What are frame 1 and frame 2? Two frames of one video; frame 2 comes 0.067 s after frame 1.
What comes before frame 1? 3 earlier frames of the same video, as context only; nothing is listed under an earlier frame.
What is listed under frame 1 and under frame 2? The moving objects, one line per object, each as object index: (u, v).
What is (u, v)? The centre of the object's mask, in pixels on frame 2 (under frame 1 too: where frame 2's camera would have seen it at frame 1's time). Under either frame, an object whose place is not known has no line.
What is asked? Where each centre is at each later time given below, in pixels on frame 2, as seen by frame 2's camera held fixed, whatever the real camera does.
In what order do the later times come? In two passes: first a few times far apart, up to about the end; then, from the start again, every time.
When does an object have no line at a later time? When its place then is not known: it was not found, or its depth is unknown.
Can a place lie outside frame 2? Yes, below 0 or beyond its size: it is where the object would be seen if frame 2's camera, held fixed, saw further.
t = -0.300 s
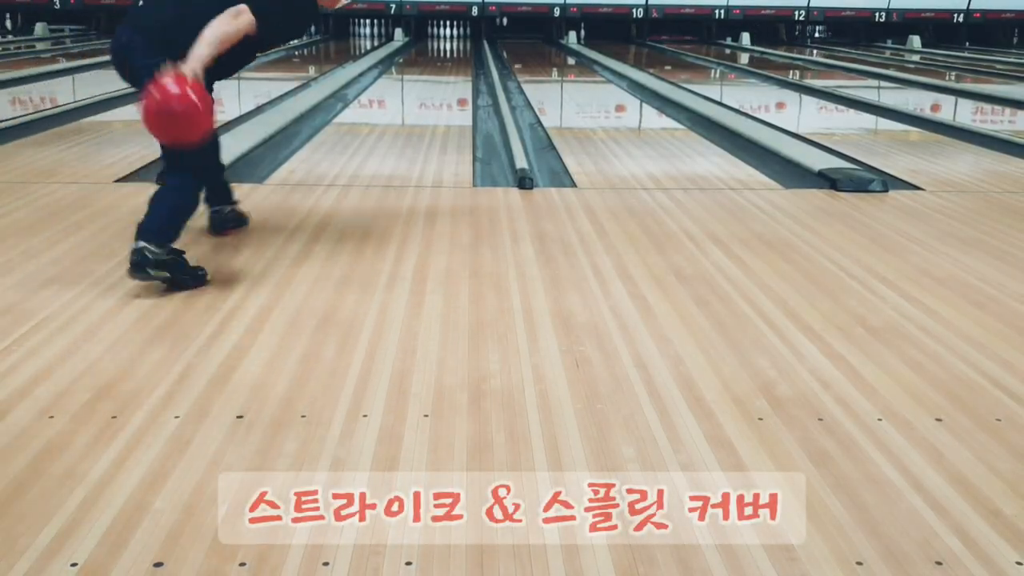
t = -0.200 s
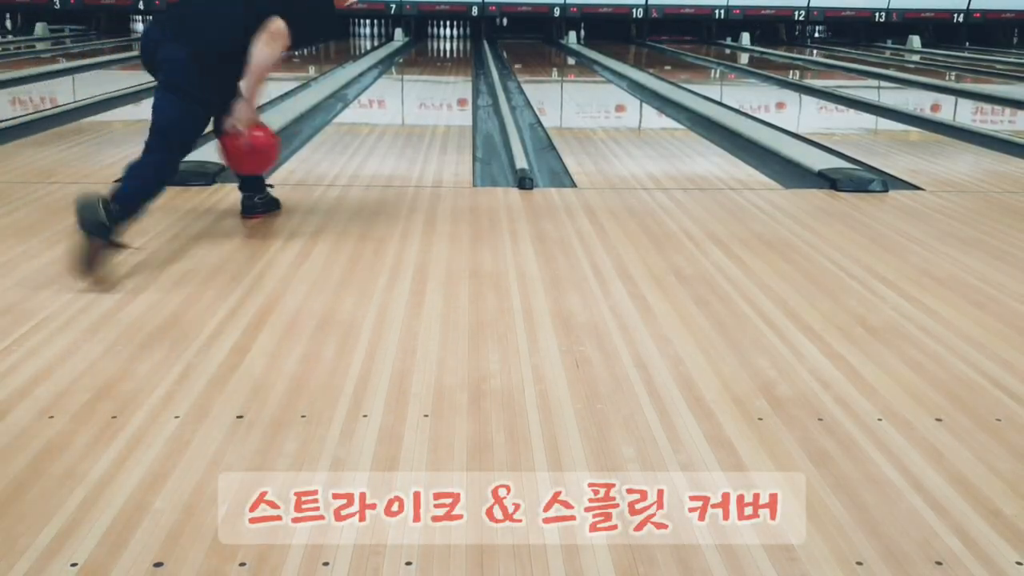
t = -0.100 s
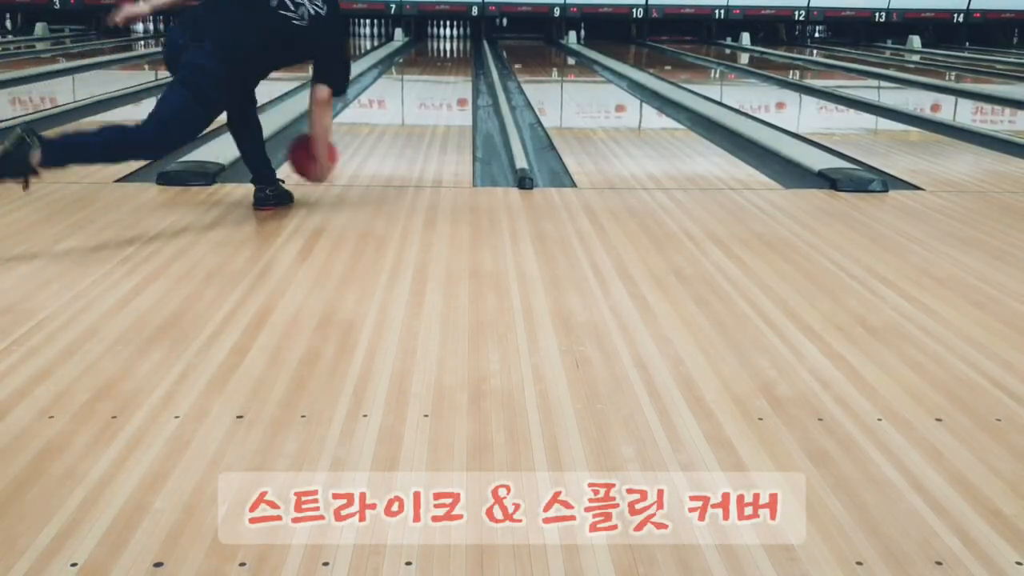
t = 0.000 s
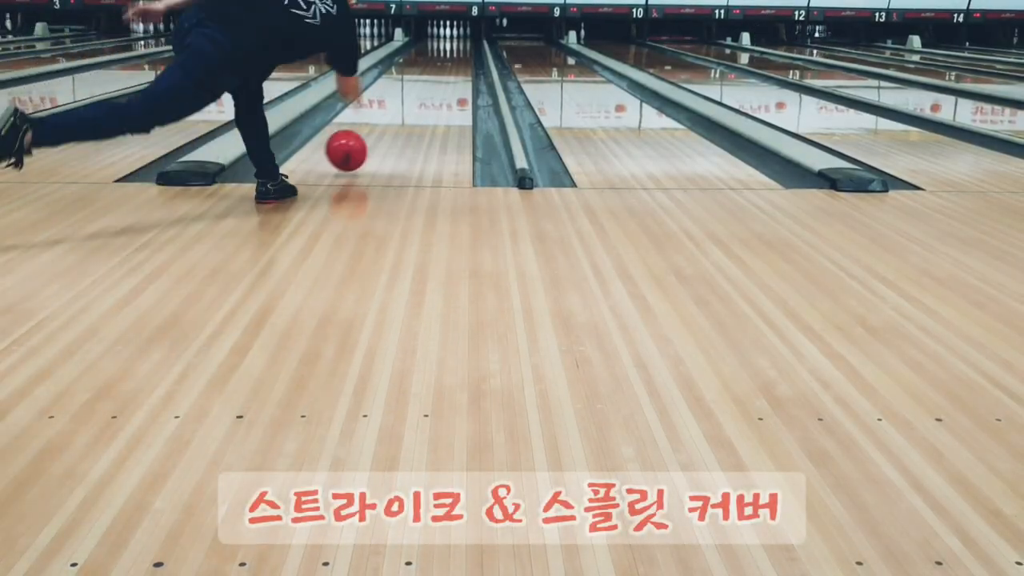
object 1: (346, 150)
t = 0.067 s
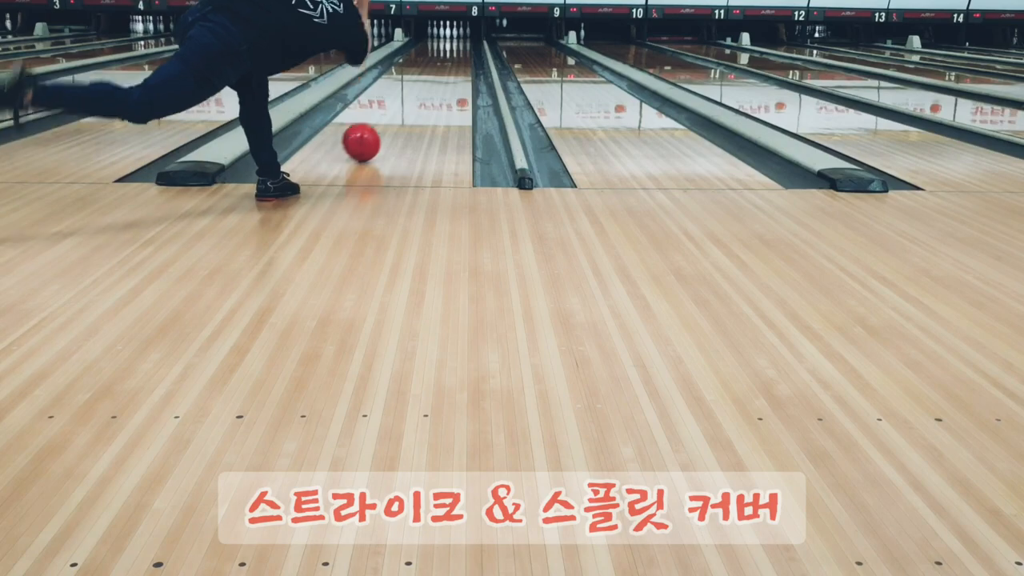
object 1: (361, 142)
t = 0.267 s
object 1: (393, 113)
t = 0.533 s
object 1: (420, 89)
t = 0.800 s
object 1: (436, 73)
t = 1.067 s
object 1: (446, 62)
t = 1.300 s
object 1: (454, 55)
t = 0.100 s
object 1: (368, 137)
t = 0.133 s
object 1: (374, 131)
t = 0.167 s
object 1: (379, 126)
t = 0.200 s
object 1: (384, 122)
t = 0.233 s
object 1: (389, 117)
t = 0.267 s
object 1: (393, 113)
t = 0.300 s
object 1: (398, 110)
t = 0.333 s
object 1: (401, 106)
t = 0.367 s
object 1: (405, 103)
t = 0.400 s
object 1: (408, 100)
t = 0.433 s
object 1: (411, 97)
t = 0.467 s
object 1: (414, 94)
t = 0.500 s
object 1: (417, 92)
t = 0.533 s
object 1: (420, 89)
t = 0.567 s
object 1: (422, 87)
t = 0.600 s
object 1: (424, 84)
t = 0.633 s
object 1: (427, 82)
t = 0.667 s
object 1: (429, 80)
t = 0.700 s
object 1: (431, 79)
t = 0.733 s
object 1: (432, 77)
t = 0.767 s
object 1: (434, 75)
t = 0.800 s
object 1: (436, 73)
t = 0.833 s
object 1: (438, 72)
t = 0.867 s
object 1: (439, 70)
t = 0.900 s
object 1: (441, 69)
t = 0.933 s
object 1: (442, 67)
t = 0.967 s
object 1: (444, 66)
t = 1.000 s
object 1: (444, 65)
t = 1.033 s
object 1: (445, 63)
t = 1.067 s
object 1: (446, 62)
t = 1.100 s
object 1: (448, 61)
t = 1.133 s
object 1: (449, 60)
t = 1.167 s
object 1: (451, 59)
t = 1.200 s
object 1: (451, 58)
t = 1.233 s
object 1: (452, 57)
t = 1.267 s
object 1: (453, 56)
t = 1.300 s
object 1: (454, 55)
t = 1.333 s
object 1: (454, 54)
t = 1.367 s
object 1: (455, 53)
